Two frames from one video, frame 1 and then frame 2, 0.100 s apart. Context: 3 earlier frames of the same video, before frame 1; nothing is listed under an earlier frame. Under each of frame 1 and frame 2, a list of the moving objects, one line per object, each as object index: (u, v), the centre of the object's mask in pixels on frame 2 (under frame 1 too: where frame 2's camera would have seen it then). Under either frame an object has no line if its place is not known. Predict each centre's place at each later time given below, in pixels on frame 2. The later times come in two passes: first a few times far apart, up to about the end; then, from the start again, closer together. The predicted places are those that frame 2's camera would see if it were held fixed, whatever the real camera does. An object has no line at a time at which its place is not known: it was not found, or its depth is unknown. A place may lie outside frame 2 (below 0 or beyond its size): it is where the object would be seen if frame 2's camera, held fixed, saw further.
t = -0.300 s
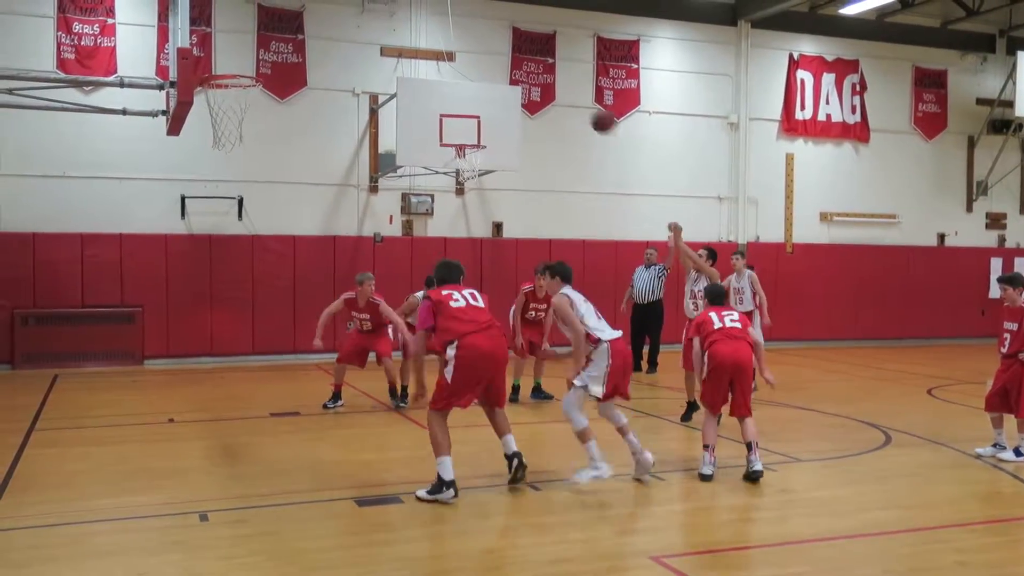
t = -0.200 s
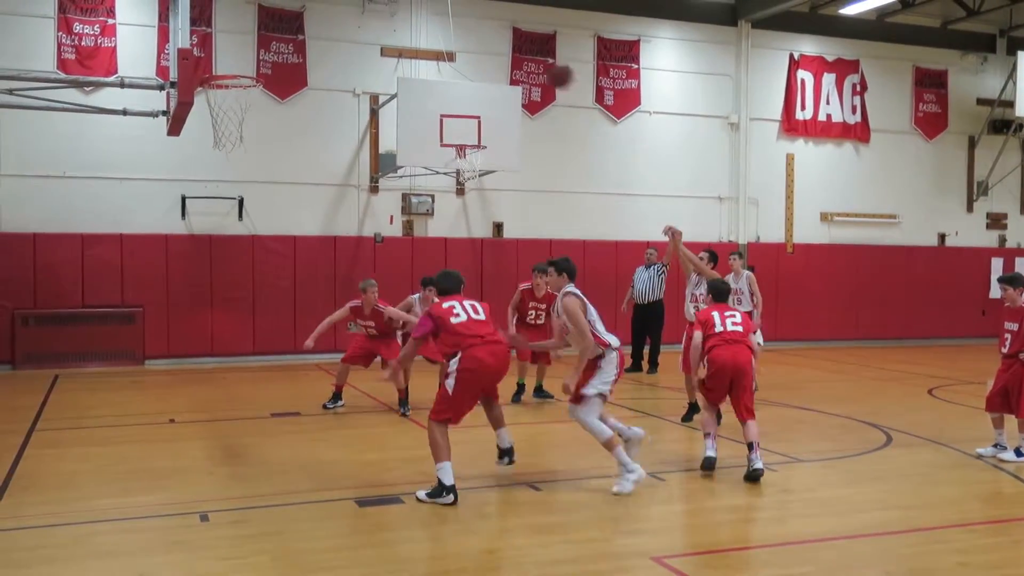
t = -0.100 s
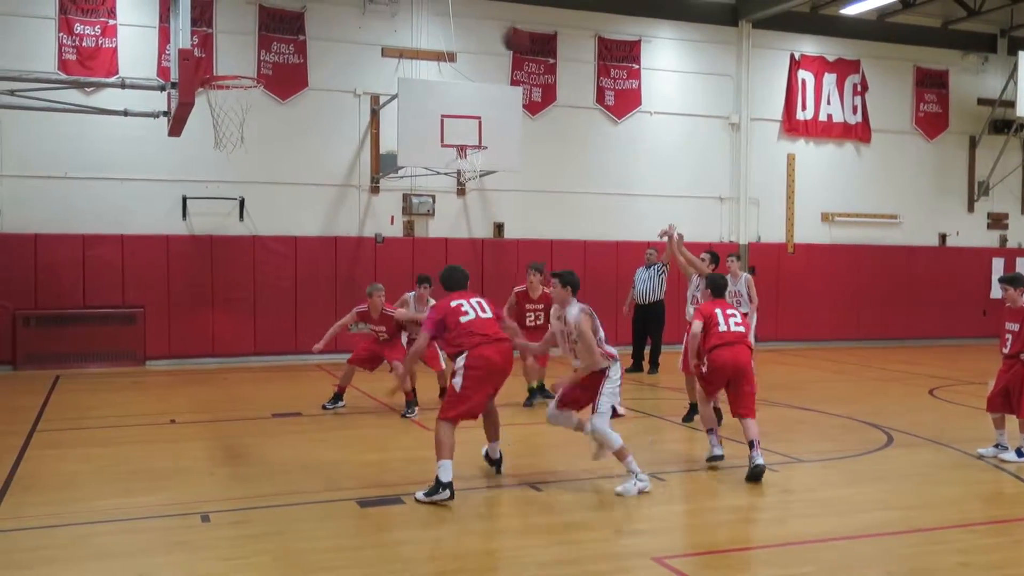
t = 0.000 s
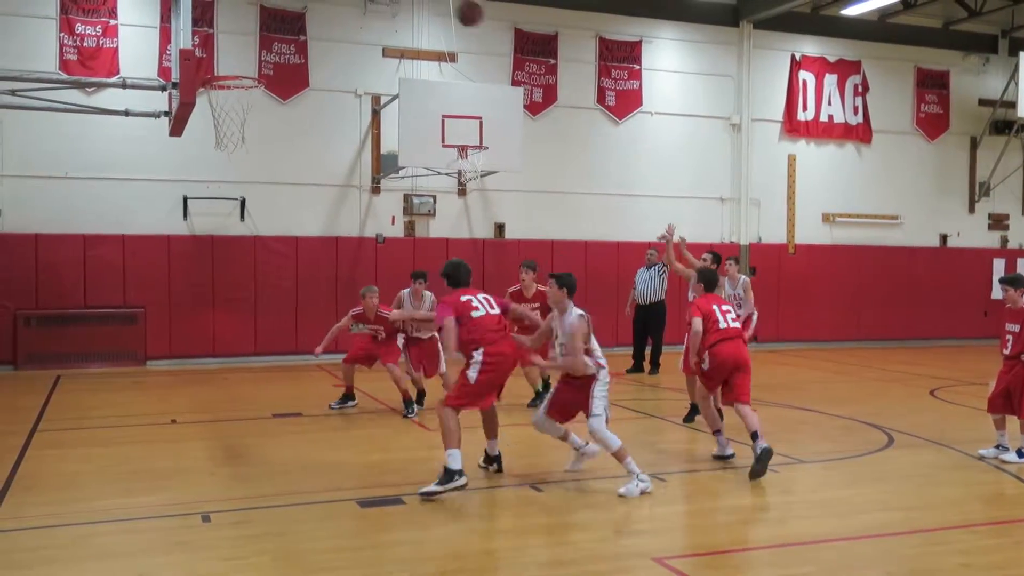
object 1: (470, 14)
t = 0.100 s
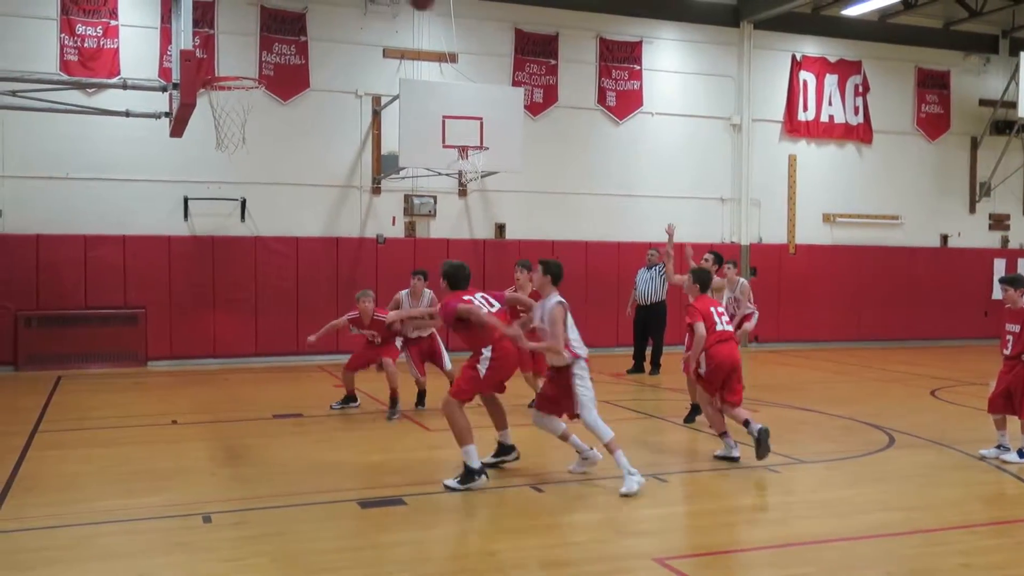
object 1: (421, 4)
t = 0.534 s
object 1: (206, 59)
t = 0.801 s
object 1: (219, 62)
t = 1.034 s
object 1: (221, 54)
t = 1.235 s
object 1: (242, 61)
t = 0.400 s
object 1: (263, 13)
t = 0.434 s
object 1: (244, 24)
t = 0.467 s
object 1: (226, 33)
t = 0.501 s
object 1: (207, 43)
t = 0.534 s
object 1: (206, 59)
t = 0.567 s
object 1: (218, 67)
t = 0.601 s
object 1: (234, 78)
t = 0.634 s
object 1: (247, 84)
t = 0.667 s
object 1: (247, 80)
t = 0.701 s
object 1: (245, 77)
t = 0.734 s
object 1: (236, 67)
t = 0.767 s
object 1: (228, 64)
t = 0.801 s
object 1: (219, 62)
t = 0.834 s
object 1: (211, 60)
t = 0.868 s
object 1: (206, 60)
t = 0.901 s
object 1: (209, 62)
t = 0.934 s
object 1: (210, 58)
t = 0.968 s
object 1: (213, 55)
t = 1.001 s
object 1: (217, 53)
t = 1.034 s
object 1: (221, 54)
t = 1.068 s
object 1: (224, 55)
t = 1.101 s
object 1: (228, 58)
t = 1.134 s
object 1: (231, 62)
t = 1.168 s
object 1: (235, 62)
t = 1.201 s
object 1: (239, 61)
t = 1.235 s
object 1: (242, 61)
